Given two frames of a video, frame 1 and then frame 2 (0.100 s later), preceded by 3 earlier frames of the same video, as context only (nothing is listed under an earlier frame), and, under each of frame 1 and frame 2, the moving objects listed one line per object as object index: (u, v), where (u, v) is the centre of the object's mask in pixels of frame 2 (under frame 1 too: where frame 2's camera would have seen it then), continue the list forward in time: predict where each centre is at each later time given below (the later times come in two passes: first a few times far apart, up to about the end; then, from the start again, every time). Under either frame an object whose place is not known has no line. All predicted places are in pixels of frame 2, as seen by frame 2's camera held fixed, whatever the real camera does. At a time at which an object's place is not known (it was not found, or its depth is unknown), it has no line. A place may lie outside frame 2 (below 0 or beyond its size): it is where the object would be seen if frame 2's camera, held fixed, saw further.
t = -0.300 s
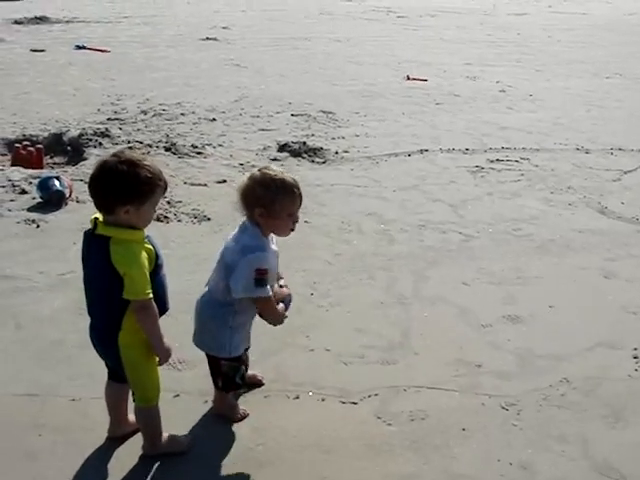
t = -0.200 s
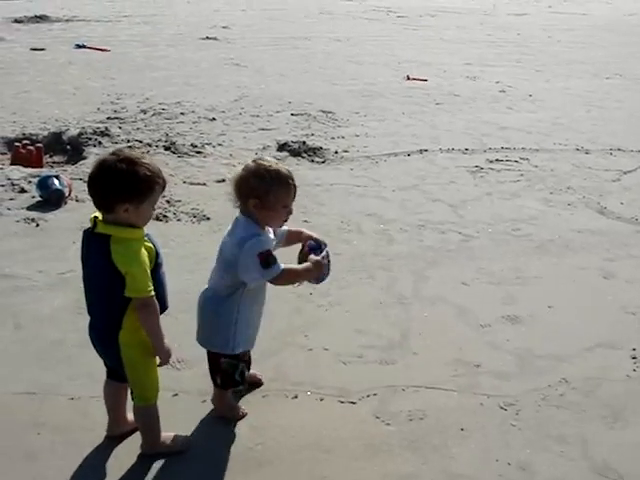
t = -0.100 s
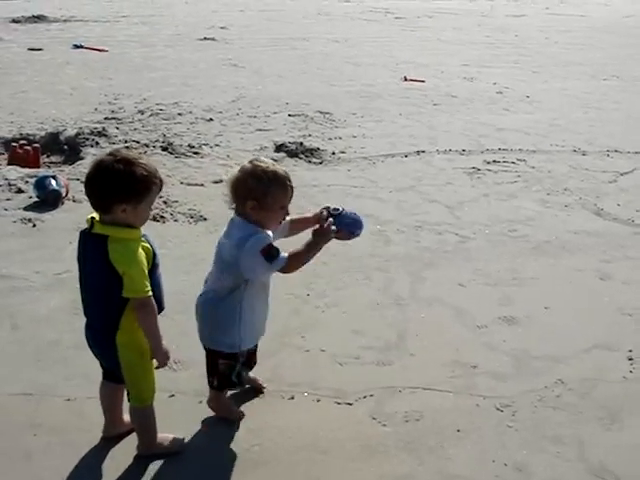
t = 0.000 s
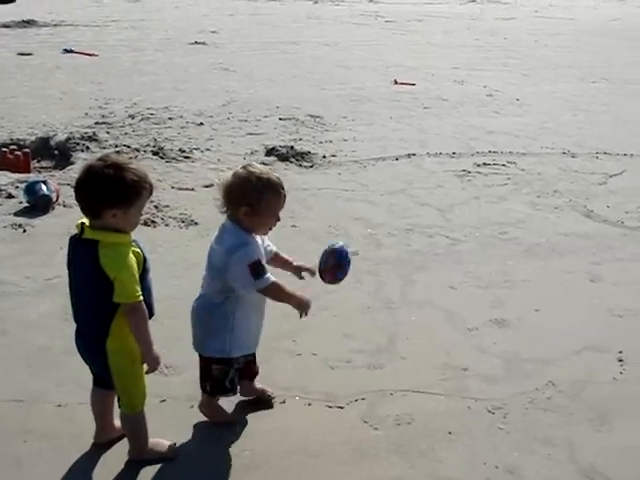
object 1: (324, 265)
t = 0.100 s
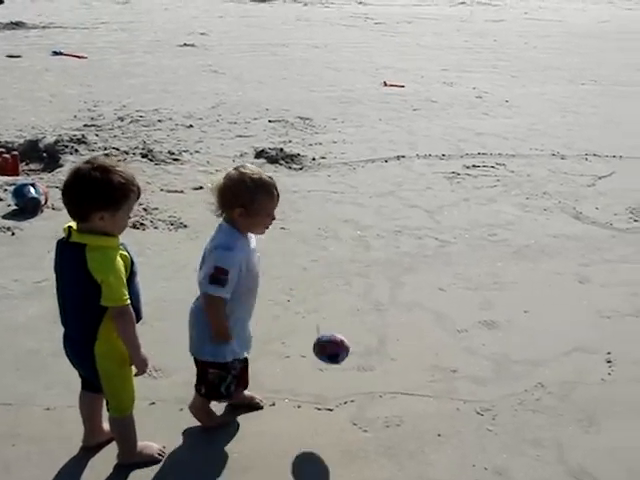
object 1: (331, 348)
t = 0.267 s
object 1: (333, 375)
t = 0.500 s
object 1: (331, 412)
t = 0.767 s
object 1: (334, 418)
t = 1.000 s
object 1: (335, 408)
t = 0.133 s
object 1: (333, 380)
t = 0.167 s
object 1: (334, 407)
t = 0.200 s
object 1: (334, 393)
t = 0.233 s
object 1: (334, 383)
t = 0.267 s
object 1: (333, 375)
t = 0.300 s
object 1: (333, 371)
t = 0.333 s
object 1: (333, 370)
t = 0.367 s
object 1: (332, 372)
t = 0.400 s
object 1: (332, 377)
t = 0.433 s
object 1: (332, 385)
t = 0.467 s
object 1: (332, 397)
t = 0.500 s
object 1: (331, 412)
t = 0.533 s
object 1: (331, 427)
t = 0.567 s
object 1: (332, 420)
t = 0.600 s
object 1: (332, 414)
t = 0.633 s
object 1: (333, 411)
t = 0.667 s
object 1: (333, 412)
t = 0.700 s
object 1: (334, 415)
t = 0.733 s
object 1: (334, 421)
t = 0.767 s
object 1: (334, 418)
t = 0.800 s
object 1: (334, 415)
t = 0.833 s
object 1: (334, 416)
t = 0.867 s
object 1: (334, 415)
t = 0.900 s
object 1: (335, 413)
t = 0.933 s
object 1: (335, 412)
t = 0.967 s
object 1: (335, 411)
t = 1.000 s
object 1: (335, 408)
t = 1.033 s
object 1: (336, 408)
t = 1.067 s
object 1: (337, 407)
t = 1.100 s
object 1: (338, 405)
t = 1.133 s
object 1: (339, 405)
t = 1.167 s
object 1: (341, 404)
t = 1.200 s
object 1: (343, 405)
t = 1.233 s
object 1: (346, 406)
